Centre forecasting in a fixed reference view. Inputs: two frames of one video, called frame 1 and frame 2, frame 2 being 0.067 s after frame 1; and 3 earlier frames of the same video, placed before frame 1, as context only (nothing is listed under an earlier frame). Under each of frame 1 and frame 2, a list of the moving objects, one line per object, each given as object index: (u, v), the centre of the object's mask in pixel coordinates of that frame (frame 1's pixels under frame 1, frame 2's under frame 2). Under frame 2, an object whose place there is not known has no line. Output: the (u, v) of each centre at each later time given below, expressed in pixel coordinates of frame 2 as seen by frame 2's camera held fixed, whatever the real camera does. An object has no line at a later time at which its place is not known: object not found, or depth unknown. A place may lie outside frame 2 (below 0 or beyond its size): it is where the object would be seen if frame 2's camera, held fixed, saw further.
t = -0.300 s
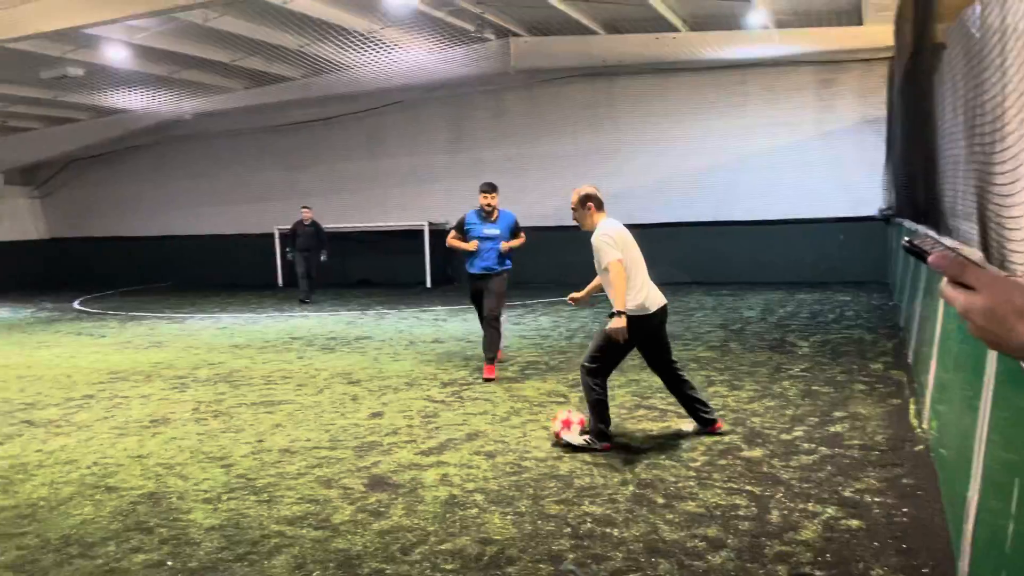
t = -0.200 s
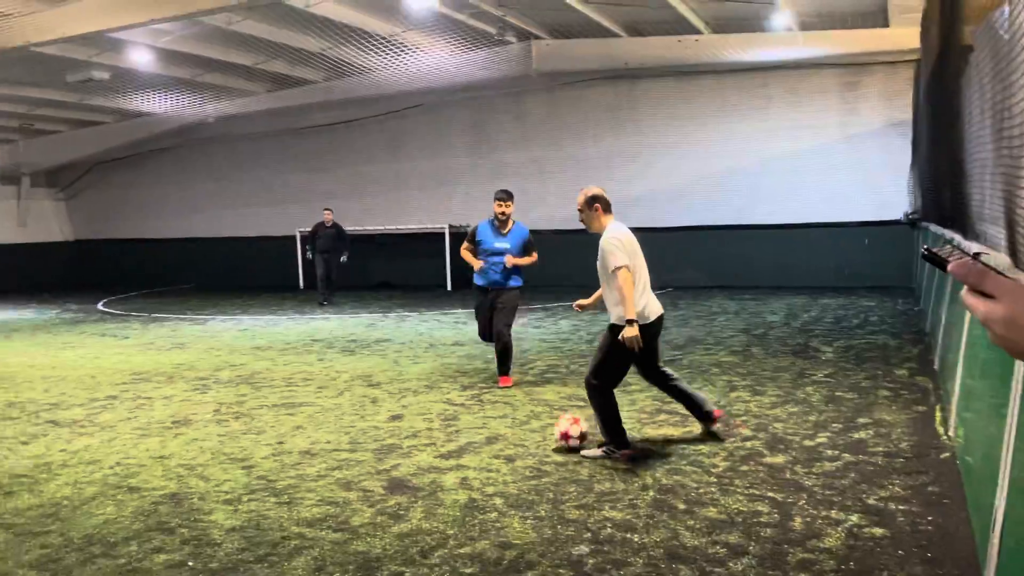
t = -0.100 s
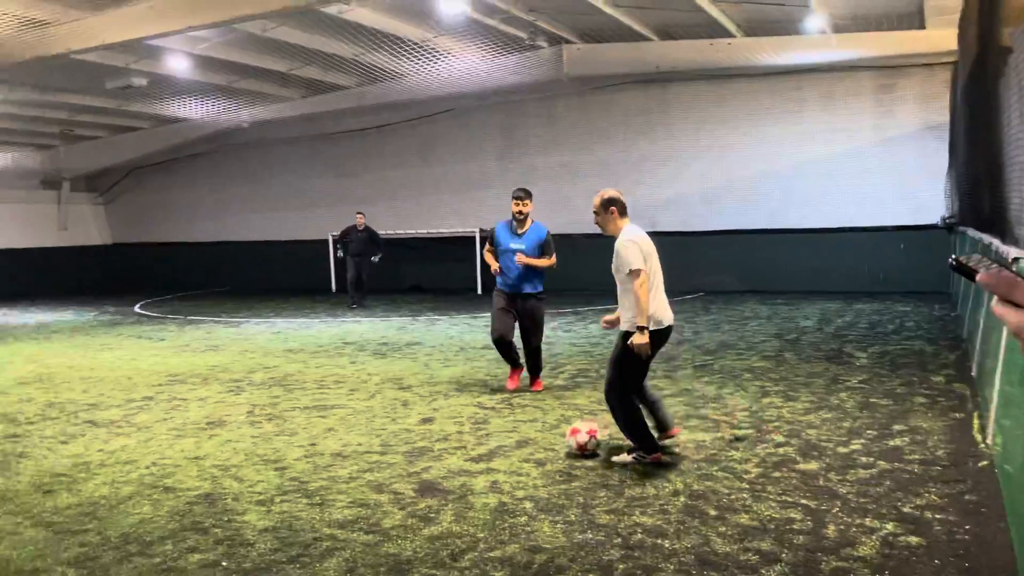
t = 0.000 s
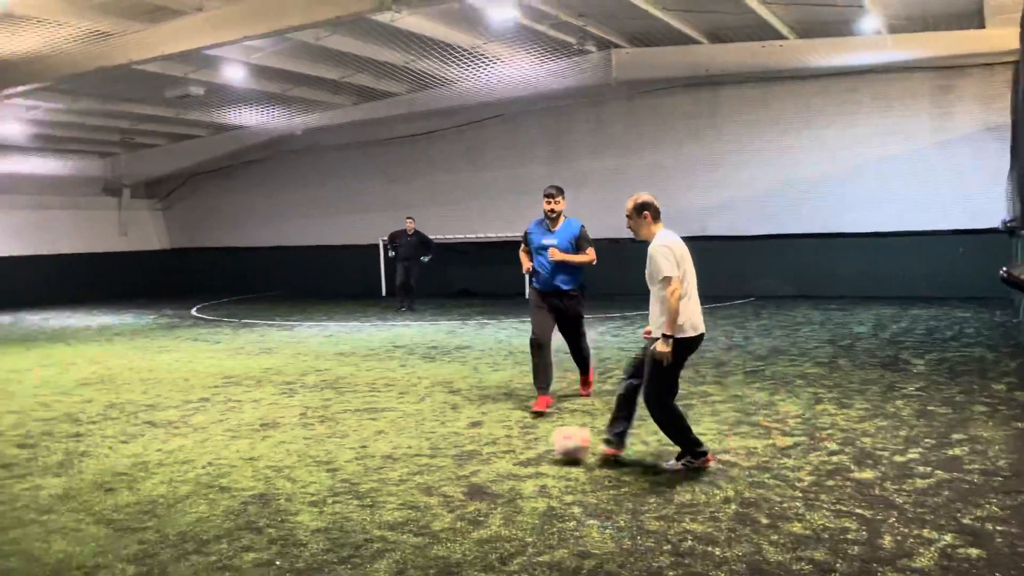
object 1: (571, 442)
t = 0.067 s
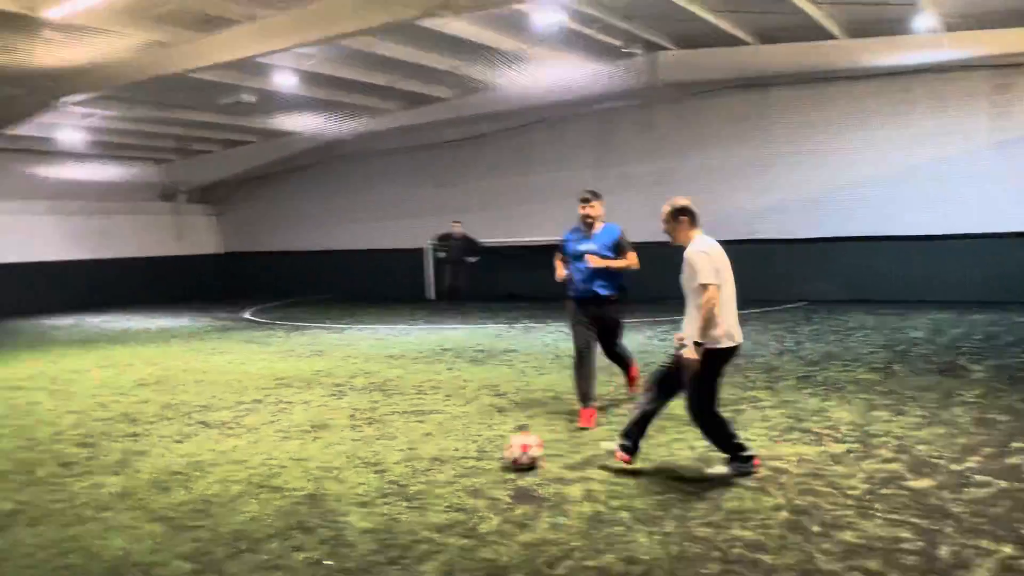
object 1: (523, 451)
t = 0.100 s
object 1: (481, 451)
